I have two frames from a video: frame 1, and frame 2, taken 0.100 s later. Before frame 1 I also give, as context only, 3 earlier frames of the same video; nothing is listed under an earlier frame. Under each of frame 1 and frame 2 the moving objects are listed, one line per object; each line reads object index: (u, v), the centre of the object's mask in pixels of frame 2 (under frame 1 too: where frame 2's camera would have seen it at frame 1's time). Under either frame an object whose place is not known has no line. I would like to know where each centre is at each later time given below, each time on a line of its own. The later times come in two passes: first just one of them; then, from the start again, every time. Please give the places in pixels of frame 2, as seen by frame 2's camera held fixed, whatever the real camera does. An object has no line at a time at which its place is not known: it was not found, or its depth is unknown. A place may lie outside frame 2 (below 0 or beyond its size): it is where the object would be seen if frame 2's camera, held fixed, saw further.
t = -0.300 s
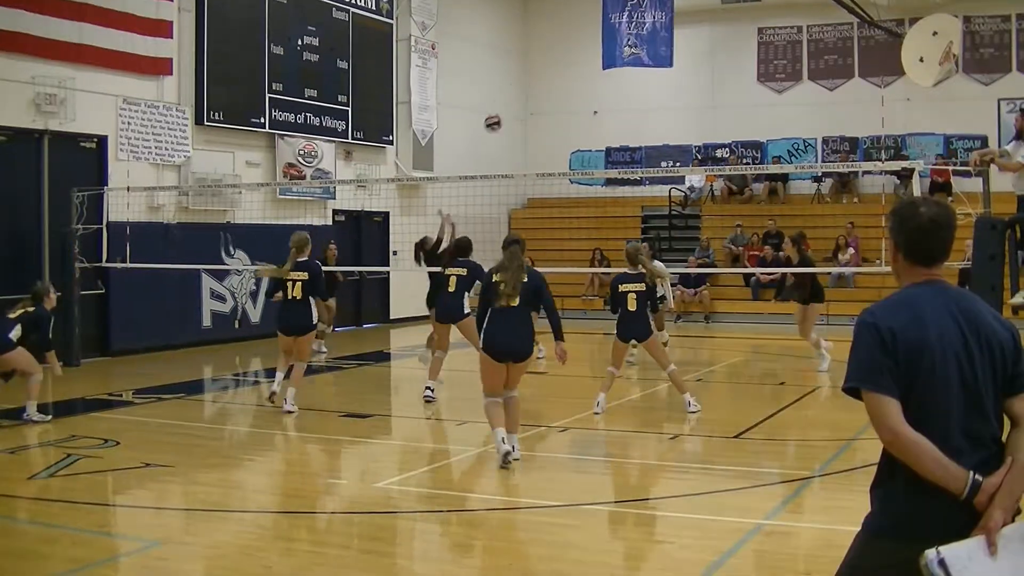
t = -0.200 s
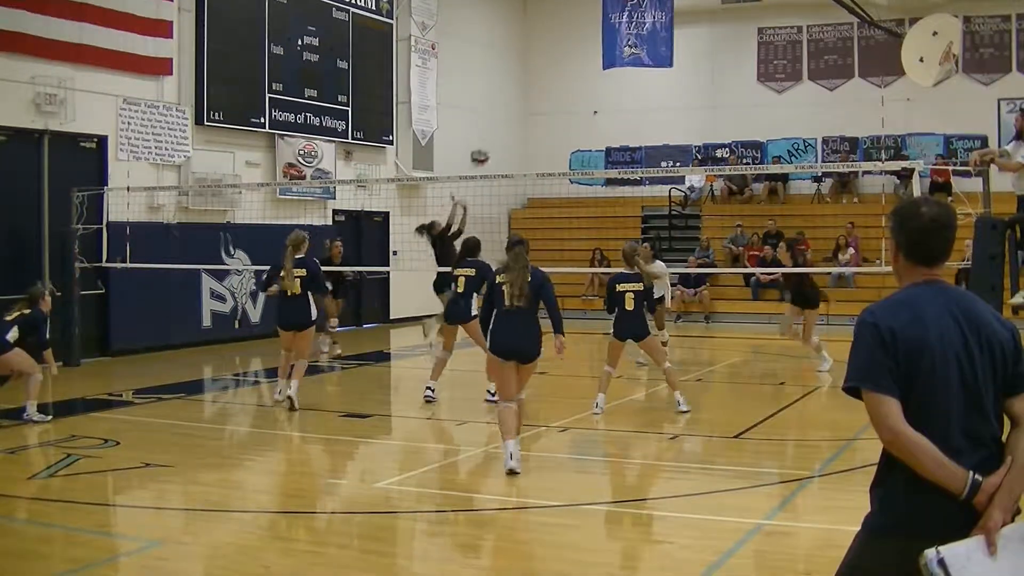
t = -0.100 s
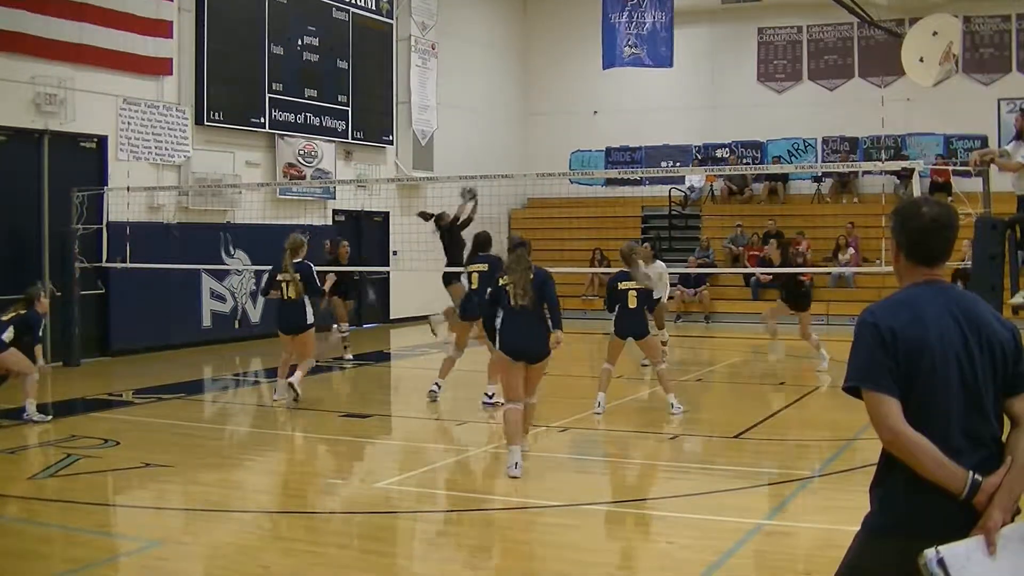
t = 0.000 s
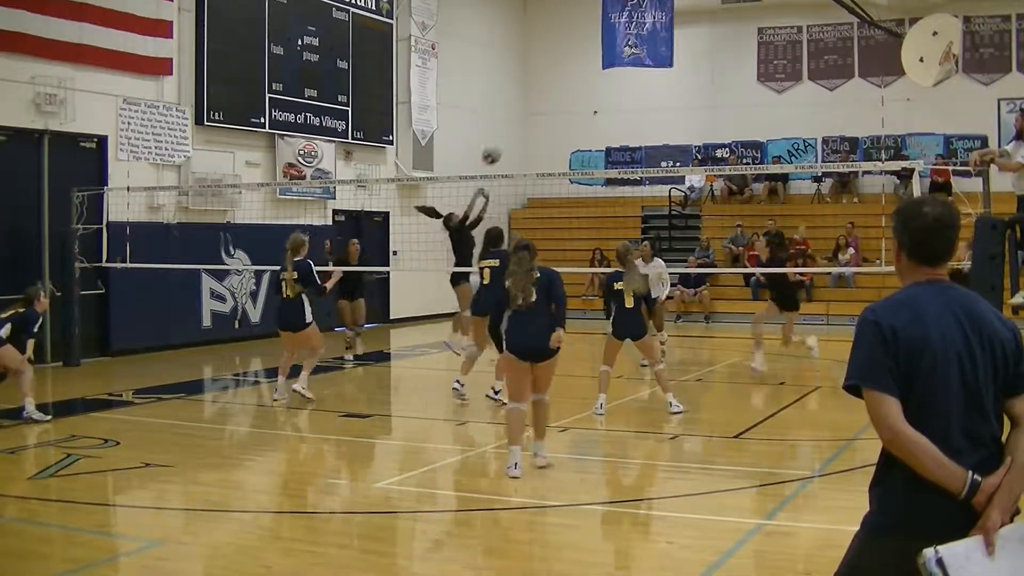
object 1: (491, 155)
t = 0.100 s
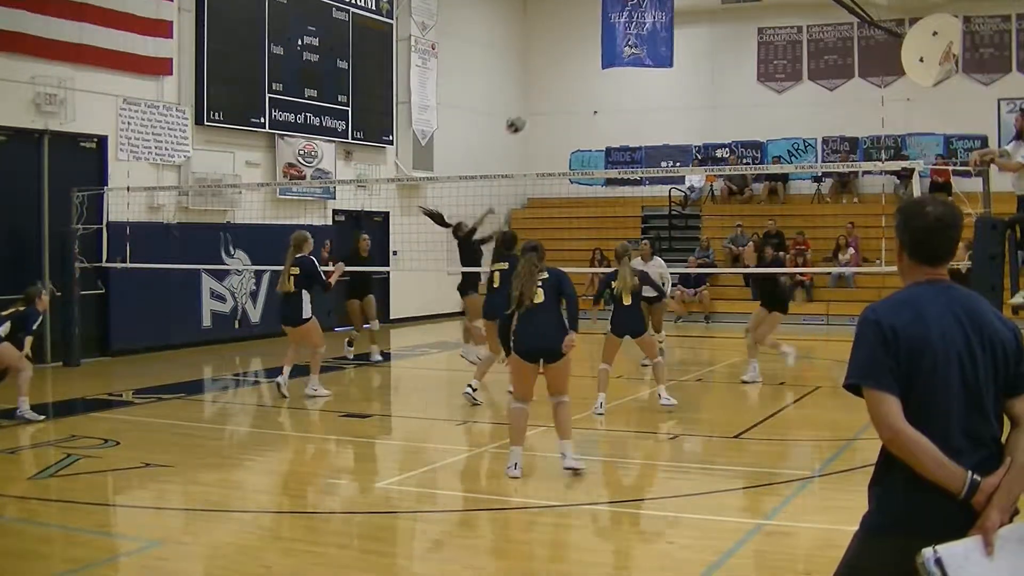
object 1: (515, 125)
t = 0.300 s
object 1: (564, 89)
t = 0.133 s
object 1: (523, 116)
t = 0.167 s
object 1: (531, 108)
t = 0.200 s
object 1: (540, 103)
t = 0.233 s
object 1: (547, 97)
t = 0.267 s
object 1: (556, 93)
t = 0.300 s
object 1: (564, 89)
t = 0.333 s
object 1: (572, 87)
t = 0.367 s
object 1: (581, 85)
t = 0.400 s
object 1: (589, 84)
